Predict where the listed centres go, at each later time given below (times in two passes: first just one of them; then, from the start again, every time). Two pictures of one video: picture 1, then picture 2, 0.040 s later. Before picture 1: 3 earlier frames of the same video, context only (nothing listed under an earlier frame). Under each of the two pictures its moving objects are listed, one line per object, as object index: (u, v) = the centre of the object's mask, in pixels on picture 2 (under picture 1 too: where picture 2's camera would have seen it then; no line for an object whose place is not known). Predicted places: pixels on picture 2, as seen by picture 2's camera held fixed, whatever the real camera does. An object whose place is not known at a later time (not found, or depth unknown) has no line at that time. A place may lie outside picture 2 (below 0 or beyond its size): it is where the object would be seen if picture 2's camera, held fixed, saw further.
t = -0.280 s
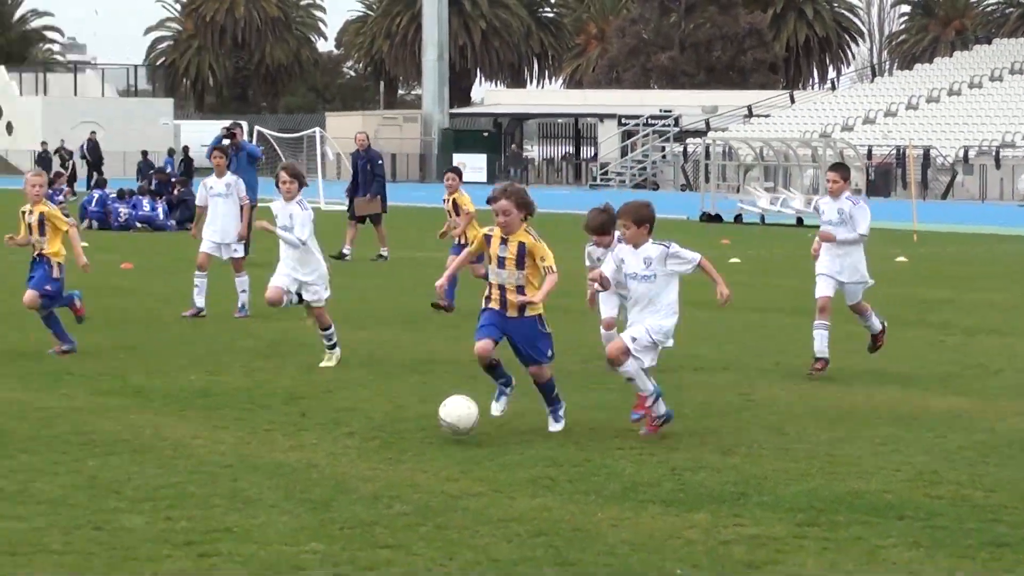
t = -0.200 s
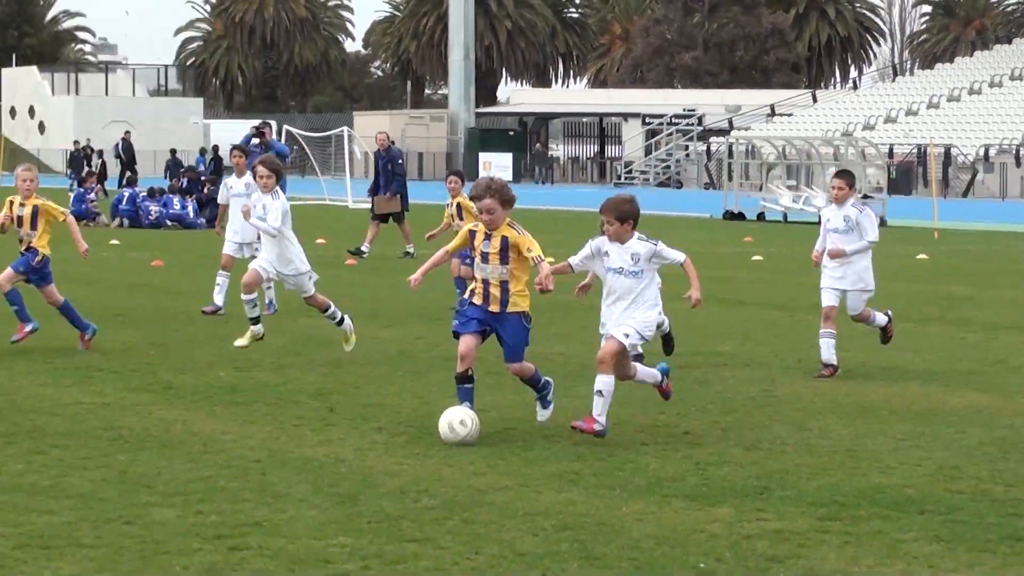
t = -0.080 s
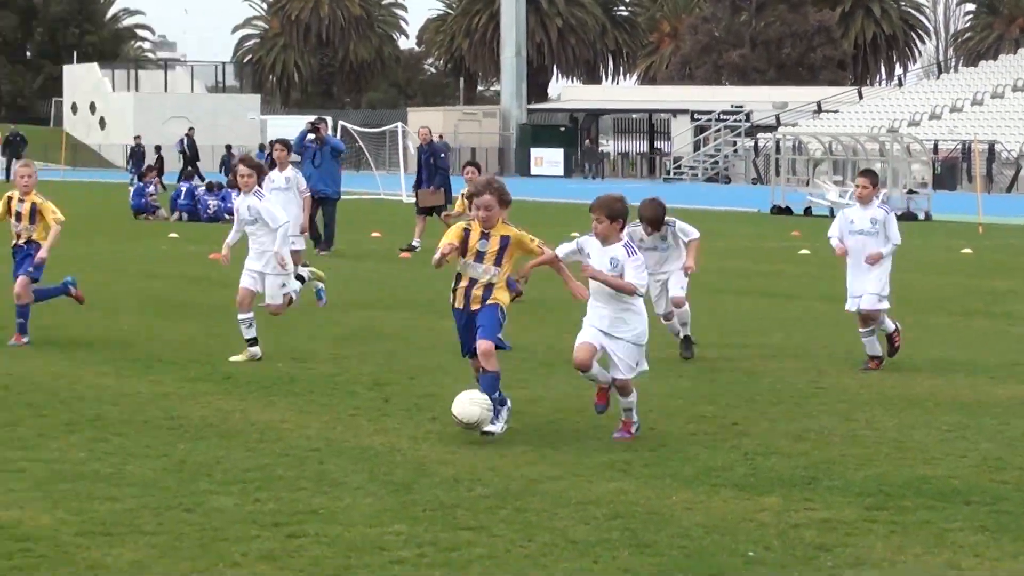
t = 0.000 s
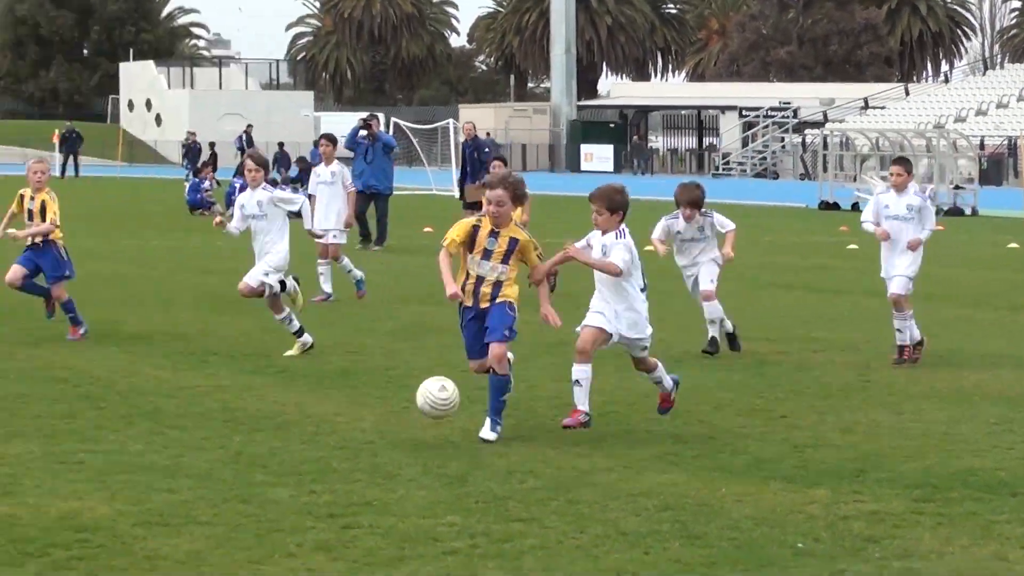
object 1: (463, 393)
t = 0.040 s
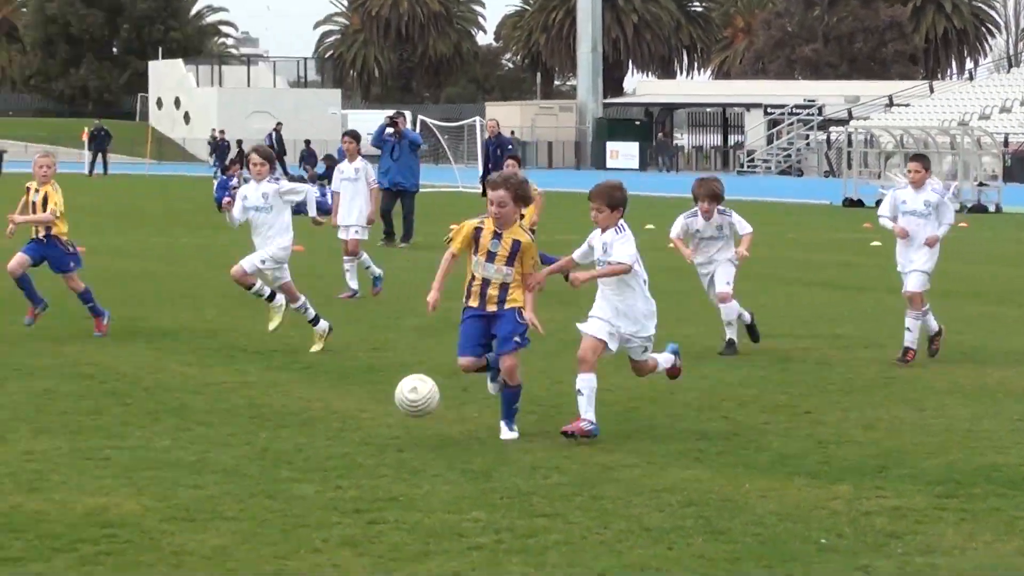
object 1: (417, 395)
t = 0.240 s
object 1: (143, 459)
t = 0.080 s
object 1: (369, 401)
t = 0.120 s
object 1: (317, 410)
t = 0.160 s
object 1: (263, 422)
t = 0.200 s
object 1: (205, 438)
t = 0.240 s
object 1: (143, 459)
